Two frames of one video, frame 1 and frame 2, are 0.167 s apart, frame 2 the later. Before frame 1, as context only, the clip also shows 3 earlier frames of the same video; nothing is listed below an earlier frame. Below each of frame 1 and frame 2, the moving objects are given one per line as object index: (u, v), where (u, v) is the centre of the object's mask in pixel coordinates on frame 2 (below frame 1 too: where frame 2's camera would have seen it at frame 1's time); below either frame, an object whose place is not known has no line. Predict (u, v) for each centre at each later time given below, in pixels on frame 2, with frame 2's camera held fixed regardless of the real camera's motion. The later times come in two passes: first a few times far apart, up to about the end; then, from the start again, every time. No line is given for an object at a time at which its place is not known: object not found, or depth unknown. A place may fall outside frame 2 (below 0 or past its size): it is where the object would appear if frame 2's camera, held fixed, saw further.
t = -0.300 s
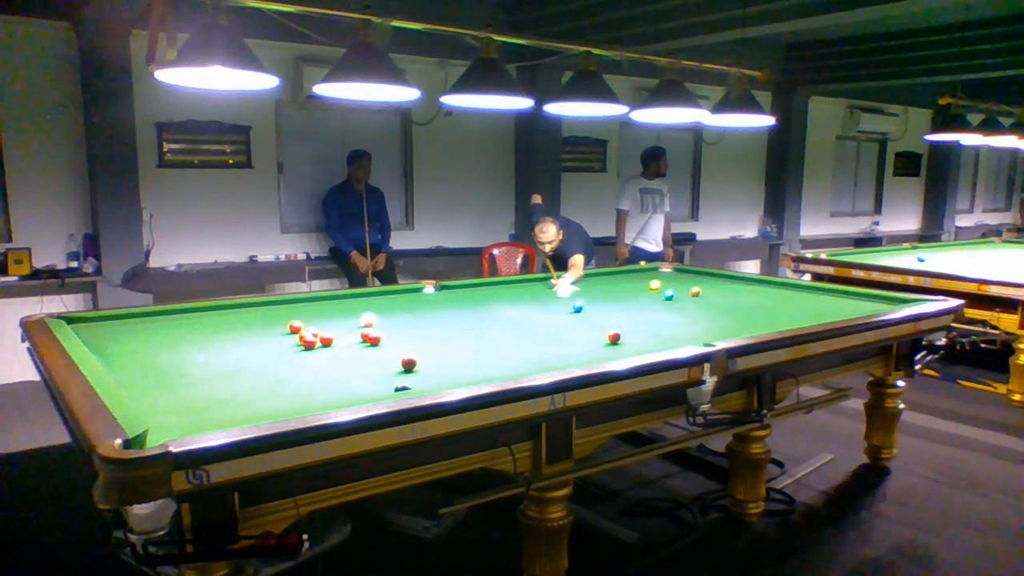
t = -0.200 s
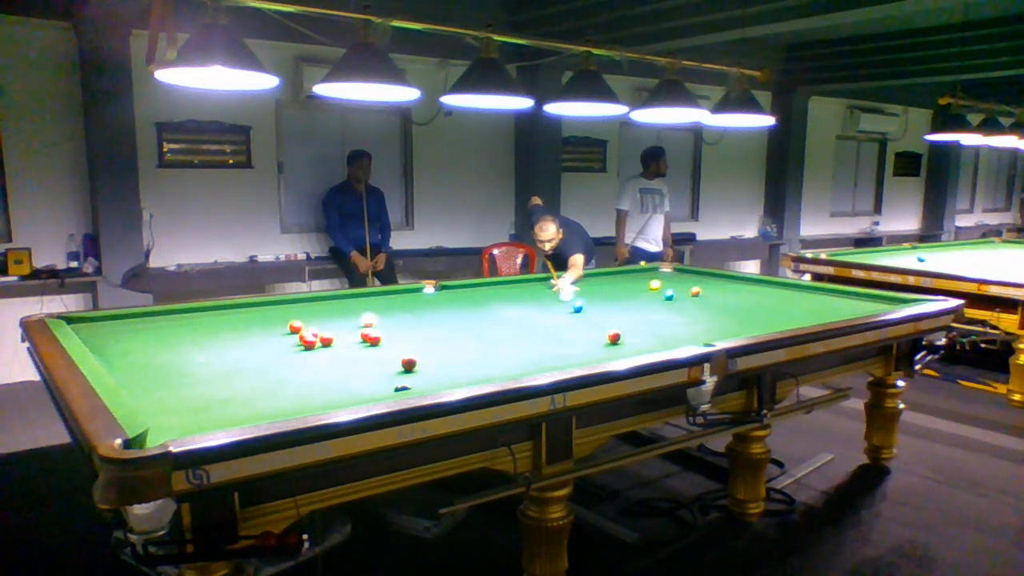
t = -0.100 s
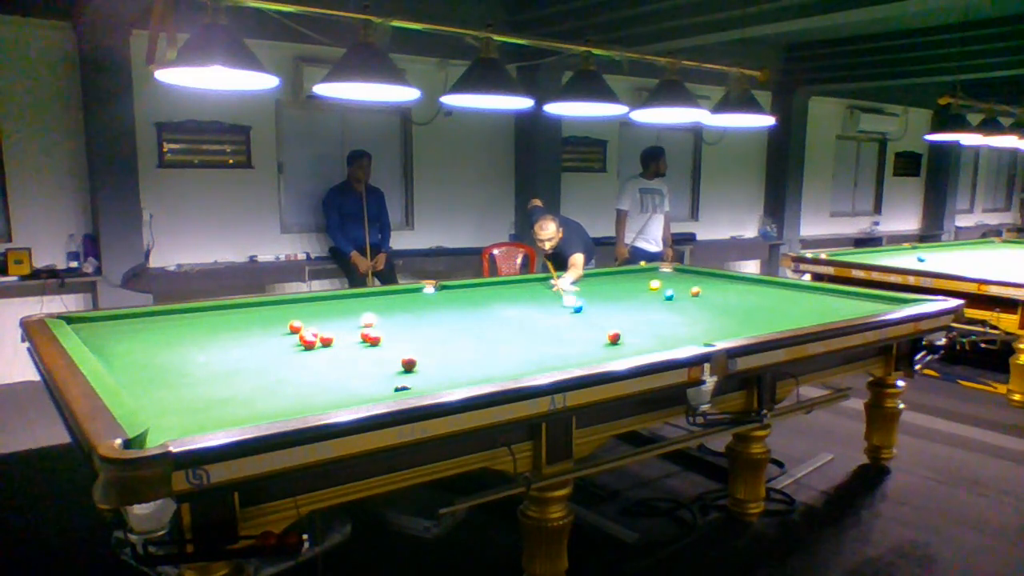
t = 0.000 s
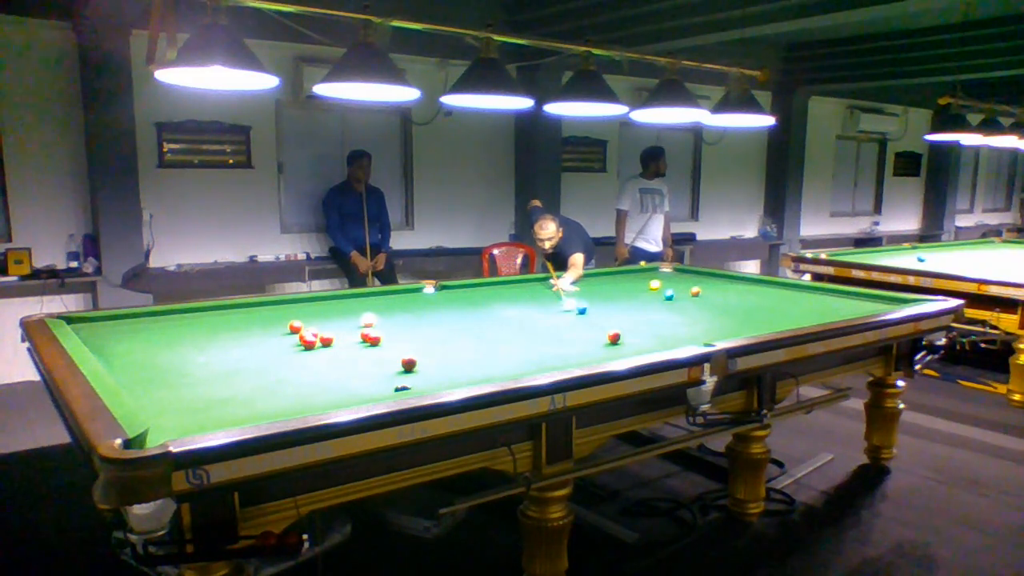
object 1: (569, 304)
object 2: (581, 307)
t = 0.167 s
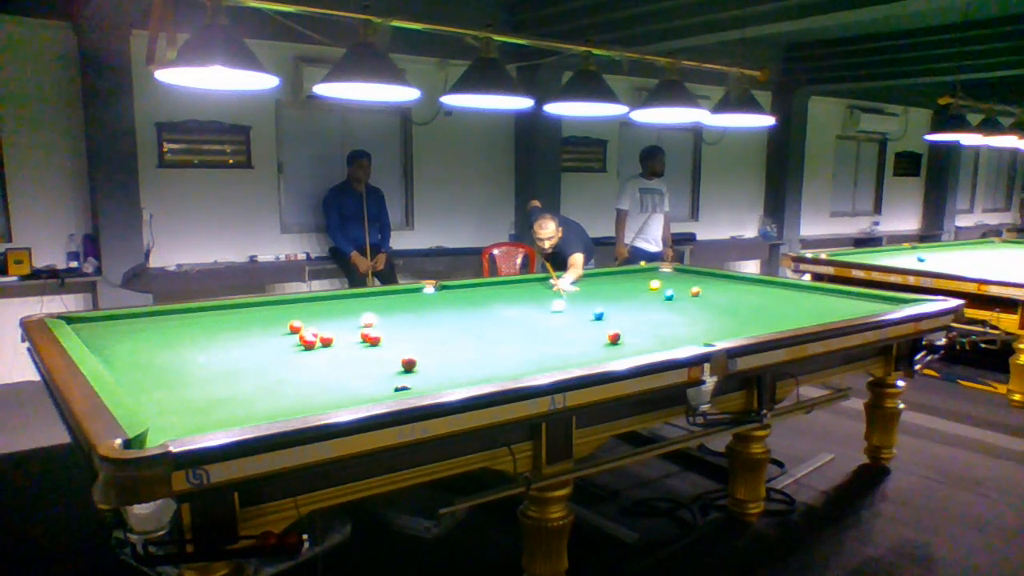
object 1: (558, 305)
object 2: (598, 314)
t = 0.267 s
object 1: (553, 305)
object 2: (607, 317)
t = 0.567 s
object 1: (535, 306)
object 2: (638, 327)
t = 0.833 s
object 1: (520, 308)
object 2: (669, 337)
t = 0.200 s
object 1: (556, 305)
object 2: (601, 315)
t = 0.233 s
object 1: (554, 305)
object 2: (604, 316)
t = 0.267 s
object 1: (553, 305)
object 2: (607, 317)
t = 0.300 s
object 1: (550, 305)
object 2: (611, 318)
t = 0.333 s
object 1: (549, 305)
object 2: (614, 319)
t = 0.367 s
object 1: (547, 305)
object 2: (618, 320)
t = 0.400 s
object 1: (545, 305)
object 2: (621, 321)
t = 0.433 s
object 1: (544, 306)
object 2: (625, 323)
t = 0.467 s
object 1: (541, 306)
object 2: (628, 325)
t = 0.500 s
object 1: (539, 306)
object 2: (632, 325)
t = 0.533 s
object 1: (537, 306)
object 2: (635, 326)
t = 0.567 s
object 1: (535, 306)
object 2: (638, 327)
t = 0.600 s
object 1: (533, 307)
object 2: (643, 328)
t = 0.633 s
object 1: (531, 307)
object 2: (646, 329)
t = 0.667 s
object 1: (529, 307)
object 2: (650, 331)
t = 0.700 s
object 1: (527, 307)
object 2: (654, 332)
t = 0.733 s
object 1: (526, 307)
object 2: (657, 333)
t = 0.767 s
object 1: (524, 307)
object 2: (661, 335)
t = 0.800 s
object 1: (522, 307)
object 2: (665, 336)
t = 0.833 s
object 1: (520, 308)
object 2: (669, 337)
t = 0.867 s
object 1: (519, 308)
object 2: (672, 337)
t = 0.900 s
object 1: (517, 308)
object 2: (677, 338)
